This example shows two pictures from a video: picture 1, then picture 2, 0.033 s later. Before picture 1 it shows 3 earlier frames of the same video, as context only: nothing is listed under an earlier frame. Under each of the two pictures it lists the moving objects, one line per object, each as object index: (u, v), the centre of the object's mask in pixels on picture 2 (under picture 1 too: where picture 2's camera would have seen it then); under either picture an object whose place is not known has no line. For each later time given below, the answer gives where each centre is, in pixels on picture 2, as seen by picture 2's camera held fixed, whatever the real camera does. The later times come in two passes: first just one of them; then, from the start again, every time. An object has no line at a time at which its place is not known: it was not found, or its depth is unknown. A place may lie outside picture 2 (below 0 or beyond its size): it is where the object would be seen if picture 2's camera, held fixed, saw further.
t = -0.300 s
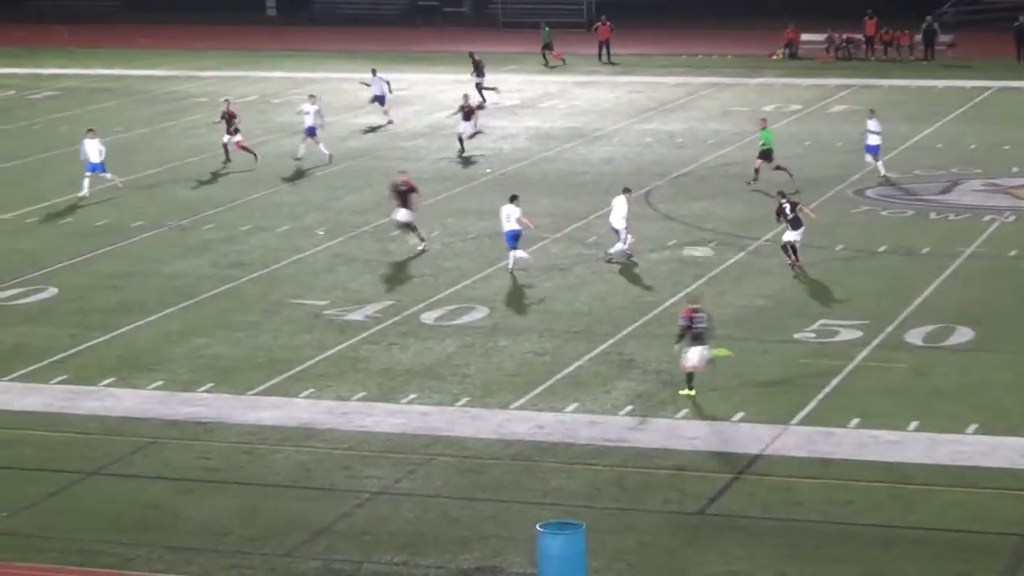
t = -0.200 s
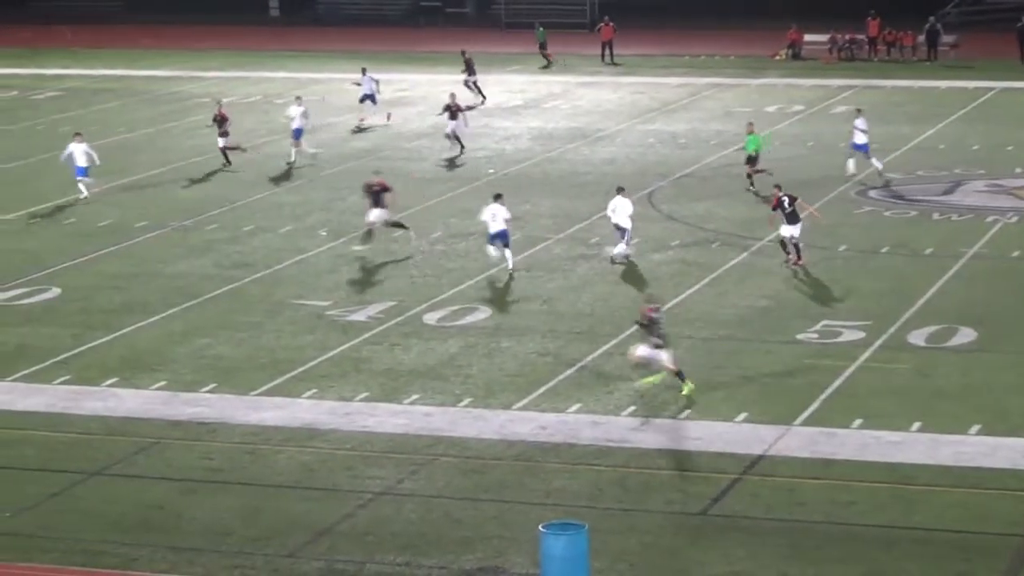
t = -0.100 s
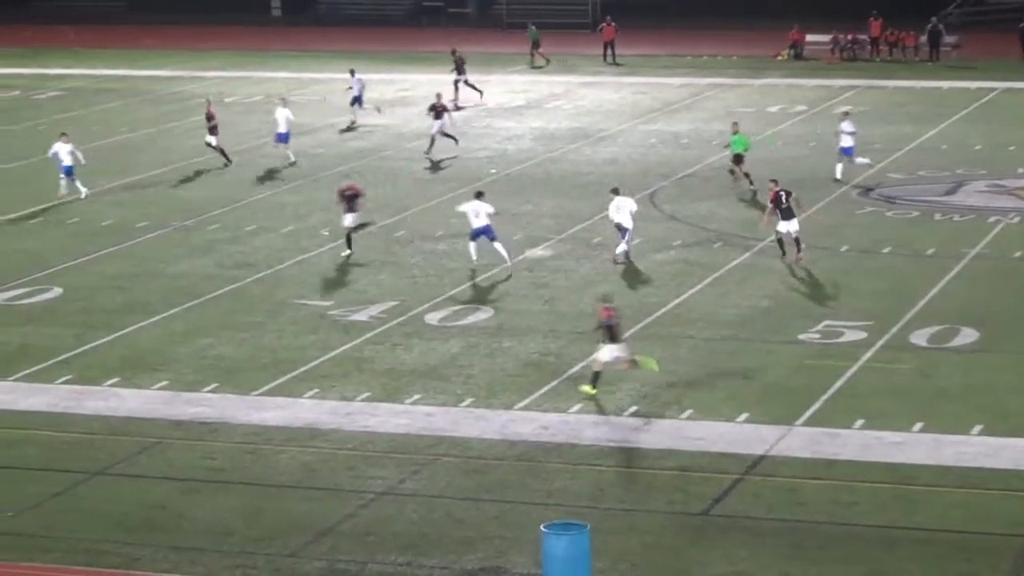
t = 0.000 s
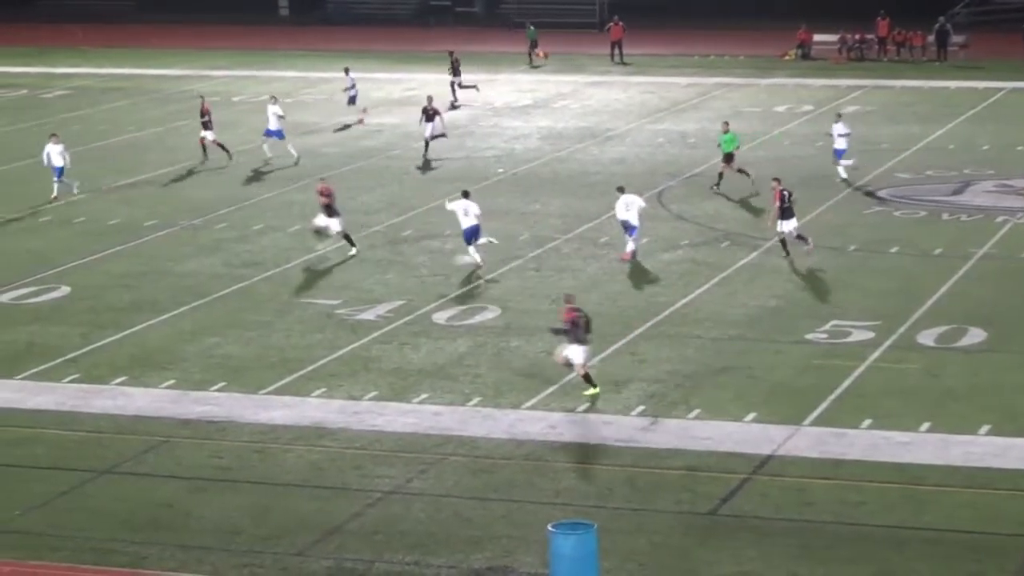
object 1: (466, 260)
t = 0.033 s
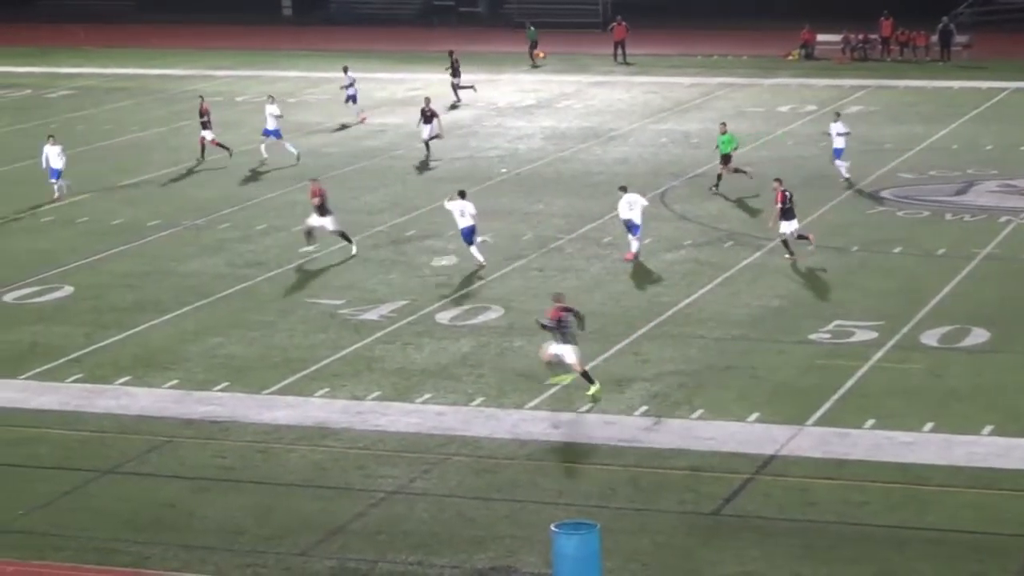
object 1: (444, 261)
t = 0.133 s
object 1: (368, 272)
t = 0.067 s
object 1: (418, 264)
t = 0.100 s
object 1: (392, 268)
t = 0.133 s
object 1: (368, 272)
